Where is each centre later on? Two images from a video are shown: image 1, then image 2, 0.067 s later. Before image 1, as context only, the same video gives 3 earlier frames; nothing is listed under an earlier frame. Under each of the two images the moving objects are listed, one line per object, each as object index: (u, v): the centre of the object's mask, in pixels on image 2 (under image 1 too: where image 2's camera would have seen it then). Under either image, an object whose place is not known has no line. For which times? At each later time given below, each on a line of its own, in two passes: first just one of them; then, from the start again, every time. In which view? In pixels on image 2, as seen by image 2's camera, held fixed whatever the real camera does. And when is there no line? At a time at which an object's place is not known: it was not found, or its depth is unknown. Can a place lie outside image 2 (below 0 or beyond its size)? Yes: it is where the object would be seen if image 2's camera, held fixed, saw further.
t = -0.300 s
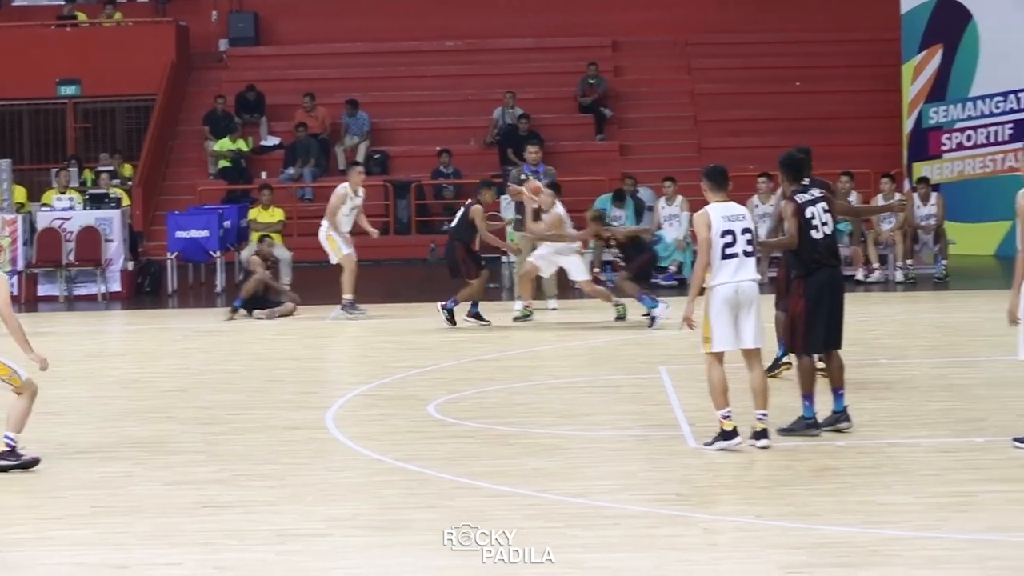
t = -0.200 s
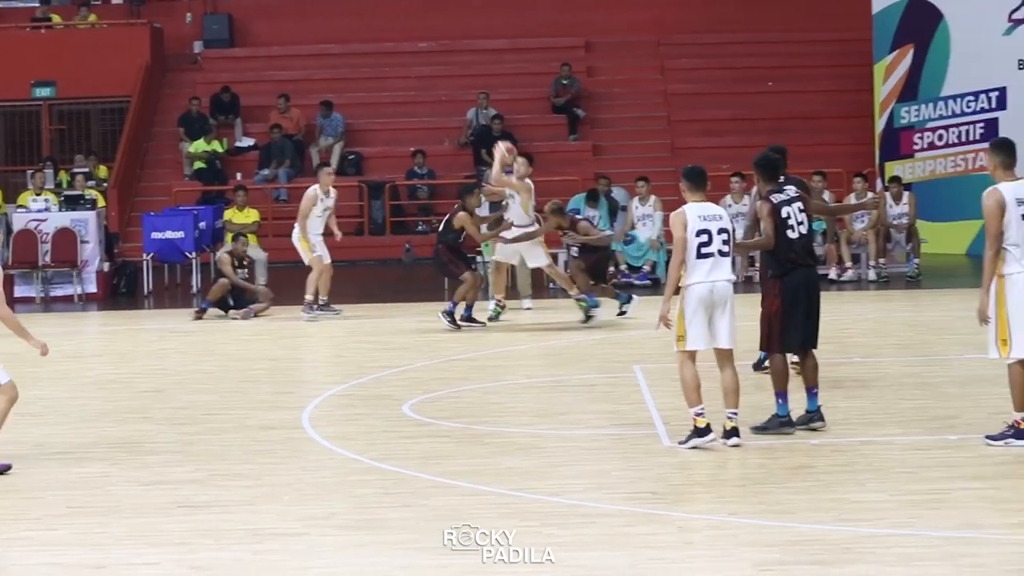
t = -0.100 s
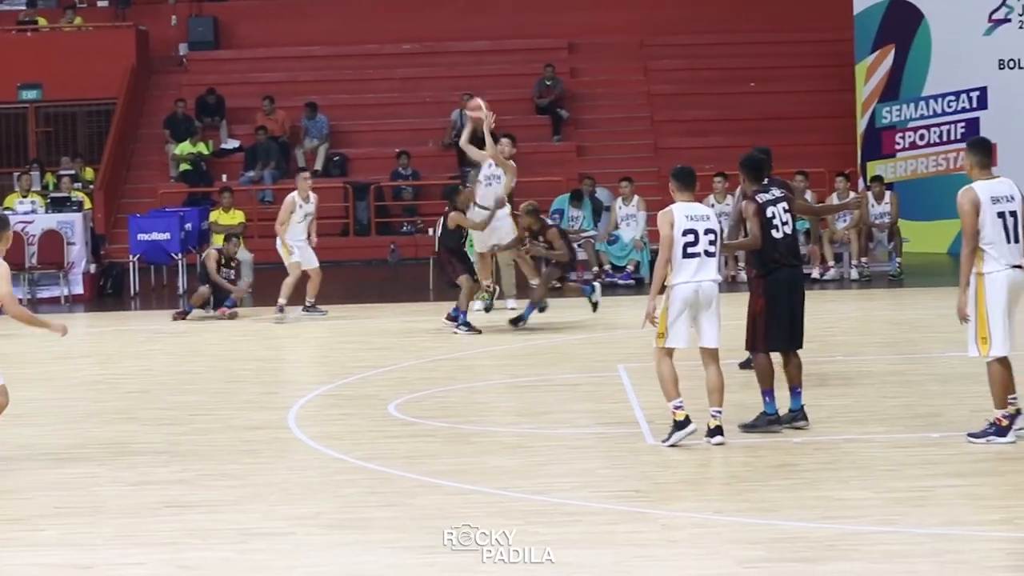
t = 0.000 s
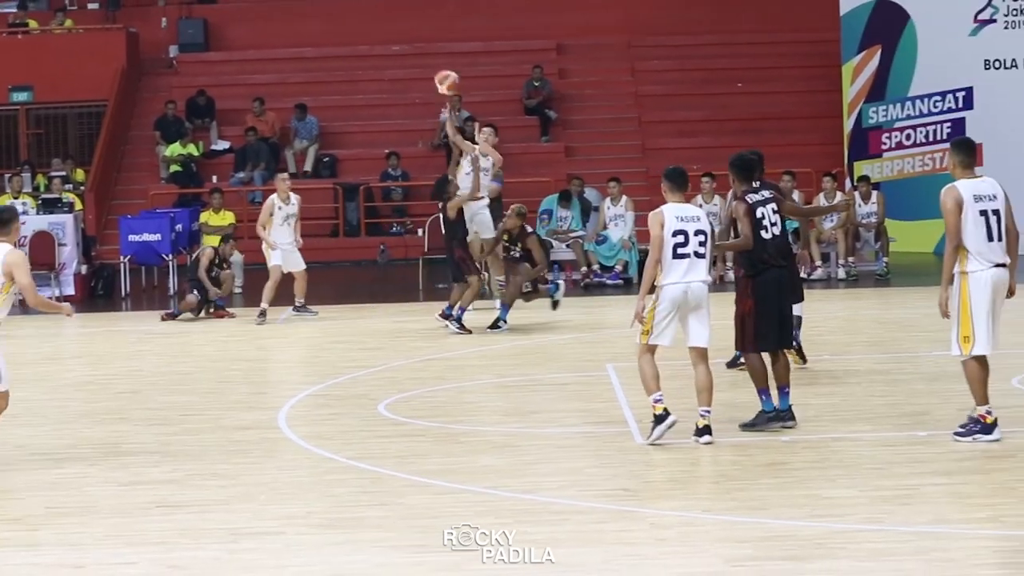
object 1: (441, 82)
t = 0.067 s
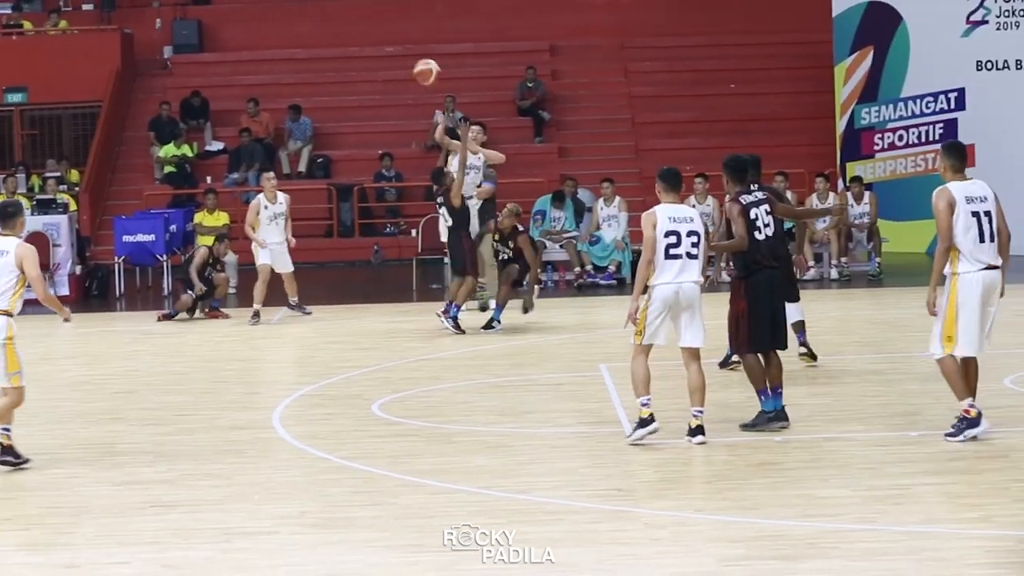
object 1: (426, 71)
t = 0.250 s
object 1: (386, 59)
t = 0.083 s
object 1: (423, 69)
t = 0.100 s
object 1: (419, 66)
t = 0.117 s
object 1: (415, 64)
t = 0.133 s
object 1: (412, 63)
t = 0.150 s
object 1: (408, 61)
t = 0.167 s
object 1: (404, 60)
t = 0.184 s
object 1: (400, 60)
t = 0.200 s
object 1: (397, 60)
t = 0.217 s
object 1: (393, 59)
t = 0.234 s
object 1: (391, 59)
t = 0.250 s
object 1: (386, 59)
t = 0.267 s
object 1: (383, 60)
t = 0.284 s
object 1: (380, 62)
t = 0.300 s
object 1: (376, 63)
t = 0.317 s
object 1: (373, 65)
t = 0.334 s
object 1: (369, 67)
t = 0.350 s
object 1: (365, 69)
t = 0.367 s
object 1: (362, 72)
